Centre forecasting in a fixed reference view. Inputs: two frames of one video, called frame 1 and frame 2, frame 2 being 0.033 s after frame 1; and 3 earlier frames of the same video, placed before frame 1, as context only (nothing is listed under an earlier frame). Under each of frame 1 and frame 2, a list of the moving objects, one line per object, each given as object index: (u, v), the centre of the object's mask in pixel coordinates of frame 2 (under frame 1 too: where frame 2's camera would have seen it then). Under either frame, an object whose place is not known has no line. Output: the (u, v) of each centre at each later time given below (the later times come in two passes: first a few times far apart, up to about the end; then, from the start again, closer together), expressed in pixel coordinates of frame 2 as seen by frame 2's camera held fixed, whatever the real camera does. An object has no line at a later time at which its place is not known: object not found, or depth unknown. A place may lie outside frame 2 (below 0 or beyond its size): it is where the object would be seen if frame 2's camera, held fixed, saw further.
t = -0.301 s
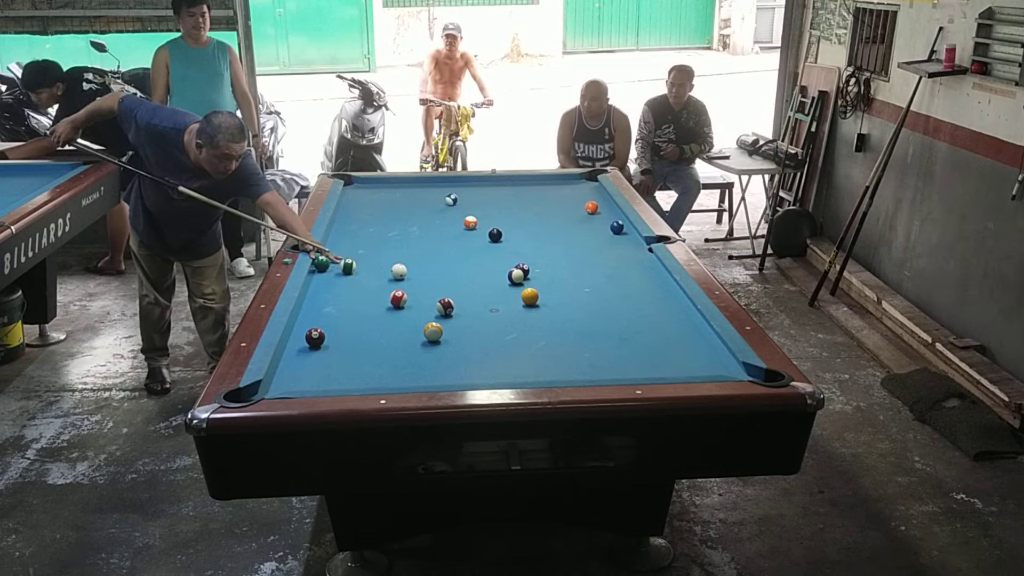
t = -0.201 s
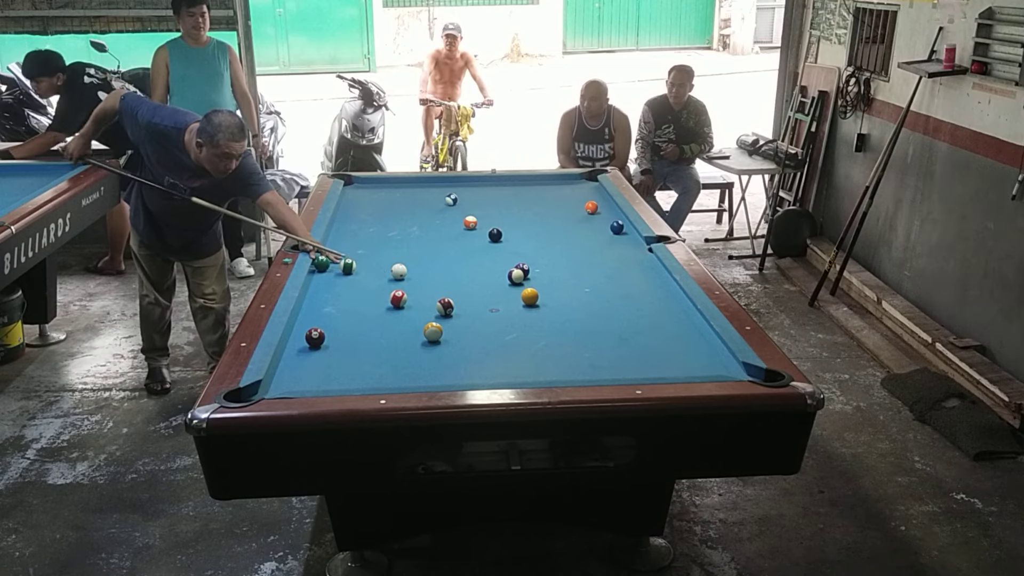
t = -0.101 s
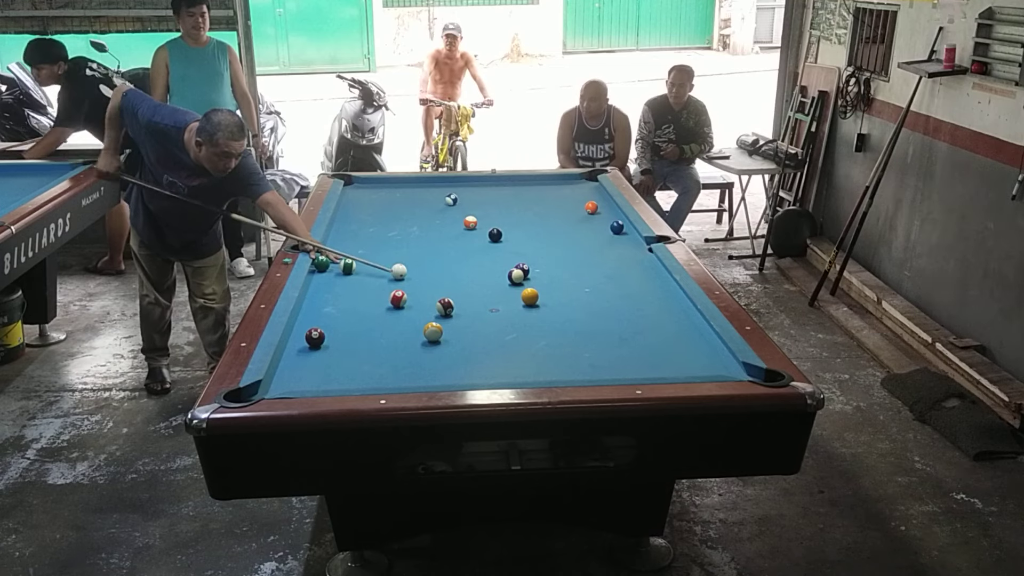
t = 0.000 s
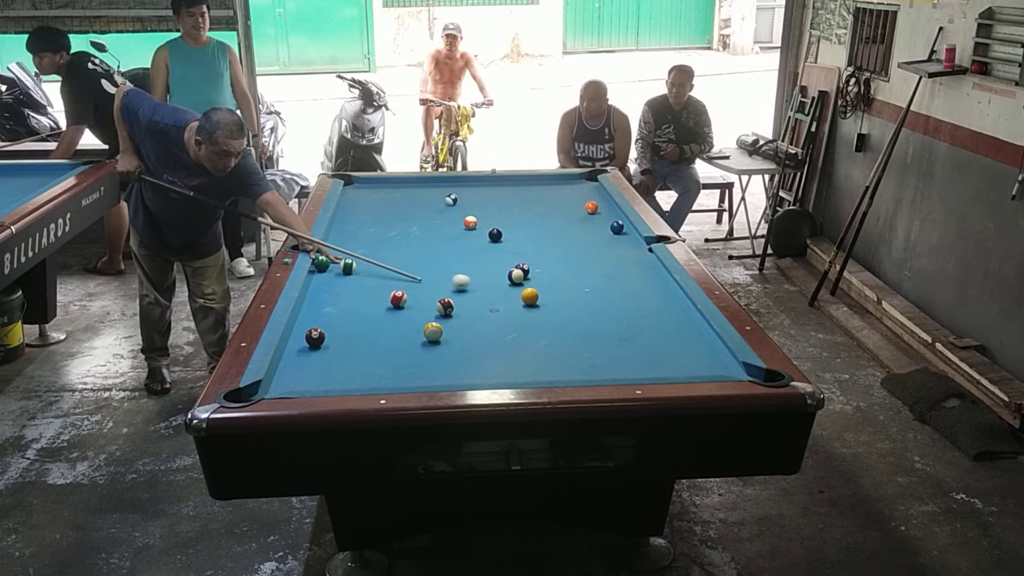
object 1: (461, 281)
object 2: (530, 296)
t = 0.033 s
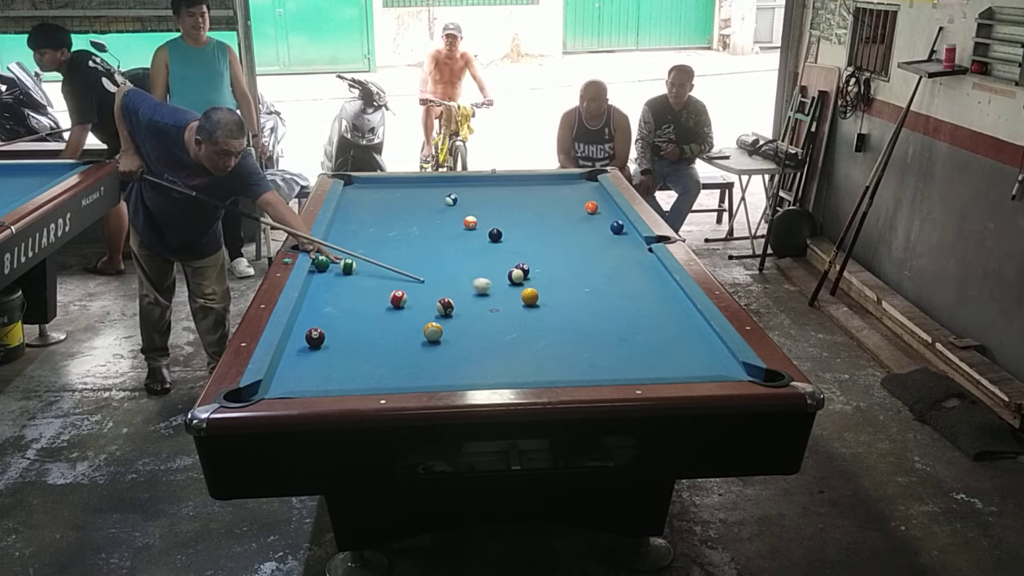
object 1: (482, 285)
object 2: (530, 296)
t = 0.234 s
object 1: (534, 288)
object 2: (588, 316)
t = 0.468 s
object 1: (556, 281)
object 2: (678, 346)
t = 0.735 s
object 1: (579, 274)
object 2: (732, 369)
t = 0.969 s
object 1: (597, 268)
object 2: (724, 367)
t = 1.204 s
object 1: (613, 263)
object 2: (708, 367)
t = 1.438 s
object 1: (629, 258)
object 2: (693, 368)
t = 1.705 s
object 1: (644, 253)
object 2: (679, 369)
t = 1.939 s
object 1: (637, 250)
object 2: (668, 370)
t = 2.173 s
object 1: (626, 248)
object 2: (660, 371)
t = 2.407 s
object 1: (617, 246)
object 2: (654, 371)
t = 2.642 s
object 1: (610, 245)
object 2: (651, 371)
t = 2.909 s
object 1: (602, 243)
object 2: (650, 371)
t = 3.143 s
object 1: (597, 242)
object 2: (650, 371)
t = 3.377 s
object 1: (593, 241)
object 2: (650, 371)
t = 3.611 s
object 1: (590, 241)
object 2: (650, 371)
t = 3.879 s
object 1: (588, 241)
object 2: (650, 371)
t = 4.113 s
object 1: (587, 241)
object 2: (650, 371)
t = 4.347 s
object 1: (587, 240)
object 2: (650, 371)
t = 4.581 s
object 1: (587, 241)
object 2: (650, 371)
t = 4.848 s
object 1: (588, 241)
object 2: (650, 371)
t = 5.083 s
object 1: (588, 241)
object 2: (650, 371)
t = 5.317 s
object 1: (588, 241)
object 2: (650, 371)
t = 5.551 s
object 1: (588, 241)
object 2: (650, 371)
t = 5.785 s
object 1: (588, 241)
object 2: (650, 371)
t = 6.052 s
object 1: (588, 241)
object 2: (650, 371)
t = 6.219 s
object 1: (588, 241)
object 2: (650, 371)
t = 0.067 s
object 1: (502, 290)
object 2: (530, 296)
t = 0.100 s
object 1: (518, 293)
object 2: (532, 297)
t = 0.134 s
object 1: (524, 292)
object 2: (547, 302)
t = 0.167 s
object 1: (527, 291)
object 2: (561, 307)
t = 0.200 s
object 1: (530, 290)
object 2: (575, 311)
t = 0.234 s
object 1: (534, 288)
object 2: (588, 316)
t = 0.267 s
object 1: (537, 287)
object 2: (600, 320)
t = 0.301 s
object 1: (540, 286)
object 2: (612, 324)
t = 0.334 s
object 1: (544, 285)
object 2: (625, 328)
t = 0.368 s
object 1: (547, 284)
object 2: (638, 333)
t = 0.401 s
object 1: (550, 283)
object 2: (651, 337)
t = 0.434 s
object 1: (553, 282)
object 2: (665, 342)
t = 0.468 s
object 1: (556, 281)
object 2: (678, 346)
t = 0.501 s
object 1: (559, 280)
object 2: (693, 351)
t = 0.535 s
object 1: (562, 279)
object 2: (707, 356)
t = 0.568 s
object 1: (565, 278)
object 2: (721, 361)
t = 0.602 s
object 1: (567, 277)
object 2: (731, 365)
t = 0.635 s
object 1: (570, 277)
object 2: (730, 368)
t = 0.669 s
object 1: (573, 276)
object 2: (730, 370)
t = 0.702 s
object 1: (576, 275)
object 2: (731, 370)
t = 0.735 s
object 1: (579, 274)
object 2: (732, 369)
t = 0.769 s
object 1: (581, 273)
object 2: (733, 368)
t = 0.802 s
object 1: (584, 272)
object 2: (735, 367)
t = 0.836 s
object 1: (587, 271)
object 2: (734, 367)
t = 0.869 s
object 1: (589, 271)
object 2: (732, 367)
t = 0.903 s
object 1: (592, 270)
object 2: (729, 366)
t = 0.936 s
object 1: (594, 269)
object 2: (727, 367)
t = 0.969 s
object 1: (597, 268)
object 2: (724, 367)
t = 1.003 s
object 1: (599, 267)
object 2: (722, 367)
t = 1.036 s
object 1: (602, 266)
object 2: (720, 367)
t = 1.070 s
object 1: (604, 266)
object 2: (717, 367)
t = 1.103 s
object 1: (607, 265)
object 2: (715, 367)
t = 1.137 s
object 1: (609, 264)
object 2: (712, 367)
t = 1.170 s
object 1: (611, 264)
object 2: (710, 367)
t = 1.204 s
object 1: (613, 263)
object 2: (708, 367)
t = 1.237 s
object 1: (616, 262)
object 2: (706, 367)
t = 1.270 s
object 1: (618, 261)
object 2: (704, 368)
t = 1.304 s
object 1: (620, 261)
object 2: (702, 368)
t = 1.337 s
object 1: (622, 260)
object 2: (699, 368)
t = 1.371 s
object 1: (624, 259)
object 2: (697, 368)
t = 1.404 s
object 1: (626, 259)
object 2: (695, 368)
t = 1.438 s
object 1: (629, 258)
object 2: (693, 368)
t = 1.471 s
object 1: (631, 257)
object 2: (691, 368)
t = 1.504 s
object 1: (633, 257)
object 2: (690, 369)
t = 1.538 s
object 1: (635, 256)
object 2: (688, 369)
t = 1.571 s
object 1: (637, 255)
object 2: (686, 369)
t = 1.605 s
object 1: (639, 255)
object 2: (684, 369)
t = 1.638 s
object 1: (640, 254)
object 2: (682, 369)
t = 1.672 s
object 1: (642, 254)
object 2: (681, 369)
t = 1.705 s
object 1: (644, 253)
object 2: (679, 369)
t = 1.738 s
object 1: (646, 253)
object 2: (678, 369)
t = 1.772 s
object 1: (645, 252)
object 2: (676, 369)
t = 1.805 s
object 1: (644, 252)
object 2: (674, 370)
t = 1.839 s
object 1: (642, 252)
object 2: (673, 370)
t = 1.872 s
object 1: (640, 251)
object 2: (671, 370)
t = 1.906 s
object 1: (639, 251)
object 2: (670, 370)
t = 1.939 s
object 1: (637, 250)
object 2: (668, 370)
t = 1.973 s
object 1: (635, 250)
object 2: (667, 370)
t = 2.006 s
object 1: (634, 250)
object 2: (666, 370)
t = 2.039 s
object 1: (632, 249)
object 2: (664, 370)
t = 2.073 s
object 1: (631, 249)
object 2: (663, 370)
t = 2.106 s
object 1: (629, 249)
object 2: (662, 370)
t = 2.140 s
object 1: (628, 249)
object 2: (661, 370)
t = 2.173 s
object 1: (626, 248)
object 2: (660, 371)
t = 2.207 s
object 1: (625, 248)
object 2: (659, 371)
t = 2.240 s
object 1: (624, 248)
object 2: (658, 371)
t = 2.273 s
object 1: (622, 247)
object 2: (657, 371)
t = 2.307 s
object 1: (621, 247)
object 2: (656, 371)
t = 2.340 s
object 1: (620, 247)
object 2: (655, 371)
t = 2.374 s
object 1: (619, 247)
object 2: (654, 371)
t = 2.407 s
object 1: (617, 246)
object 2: (654, 371)
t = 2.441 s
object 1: (616, 246)
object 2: (653, 371)
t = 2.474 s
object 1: (615, 246)
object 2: (652, 371)
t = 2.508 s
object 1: (614, 246)
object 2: (652, 371)
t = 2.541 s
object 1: (613, 245)
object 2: (652, 371)
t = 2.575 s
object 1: (612, 245)
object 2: (651, 371)
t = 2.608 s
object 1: (611, 245)
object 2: (651, 371)
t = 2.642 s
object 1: (610, 245)
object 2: (651, 371)
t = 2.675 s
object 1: (609, 245)
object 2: (651, 371)
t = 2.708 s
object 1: (608, 245)
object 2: (650, 371)
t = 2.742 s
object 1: (607, 244)
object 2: (650, 371)
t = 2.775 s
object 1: (606, 244)
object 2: (650, 371)
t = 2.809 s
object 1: (605, 244)
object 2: (650, 371)
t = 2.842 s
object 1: (604, 244)
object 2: (650, 371)
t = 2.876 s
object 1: (603, 244)
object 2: (650, 371)
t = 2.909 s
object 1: (602, 243)
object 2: (650, 371)
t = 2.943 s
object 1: (602, 243)
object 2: (650, 371)
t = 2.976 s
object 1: (601, 243)
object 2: (650, 371)
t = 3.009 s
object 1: (600, 243)
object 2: (650, 371)
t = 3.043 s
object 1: (599, 243)
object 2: (650, 371)
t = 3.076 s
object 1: (599, 242)
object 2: (650, 371)
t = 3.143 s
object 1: (597, 242)
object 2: (650, 371)
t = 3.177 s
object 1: (596, 242)
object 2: (650, 371)
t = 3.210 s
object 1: (596, 242)
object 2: (650, 371)
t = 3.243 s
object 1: (595, 242)
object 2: (650, 371)
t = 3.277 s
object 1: (595, 242)
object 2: (650, 371)
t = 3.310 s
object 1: (594, 242)
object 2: (650, 371)
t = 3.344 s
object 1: (594, 242)
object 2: (650, 371)
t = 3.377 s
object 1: (593, 241)
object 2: (650, 371)
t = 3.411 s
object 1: (593, 241)
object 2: (650, 371)
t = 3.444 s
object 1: (592, 241)
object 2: (650, 371)
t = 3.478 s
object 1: (592, 241)
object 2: (650, 371)
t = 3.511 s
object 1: (591, 241)
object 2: (650, 371)
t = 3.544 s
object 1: (591, 241)
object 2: (650, 371)
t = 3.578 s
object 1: (591, 241)
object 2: (650, 371)
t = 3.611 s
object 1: (590, 241)
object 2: (650, 371)
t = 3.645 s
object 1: (590, 241)
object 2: (650, 371)
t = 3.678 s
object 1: (589, 241)
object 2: (650, 371)
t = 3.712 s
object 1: (589, 241)
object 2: (650, 371)
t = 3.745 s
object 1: (589, 241)
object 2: (650, 371)
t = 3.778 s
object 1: (588, 241)
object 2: (650, 371)
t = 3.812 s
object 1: (588, 241)
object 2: (650, 371)
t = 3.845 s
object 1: (588, 241)
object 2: (650, 371)
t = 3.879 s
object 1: (588, 241)
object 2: (650, 371)
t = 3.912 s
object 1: (588, 241)
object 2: (650, 371)
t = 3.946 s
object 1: (588, 241)
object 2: (650, 371)
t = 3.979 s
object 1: (587, 241)
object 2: (650, 371)
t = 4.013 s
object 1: (587, 241)
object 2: (650, 371)
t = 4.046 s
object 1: (587, 241)
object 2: (650, 371)
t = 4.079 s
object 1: (587, 241)
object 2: (650, 371)
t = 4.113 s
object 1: (587, 241)
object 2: (650, 371)
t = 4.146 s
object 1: (587, 241)
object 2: (650, 371)
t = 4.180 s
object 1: (587, 241)
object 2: (650, 371)
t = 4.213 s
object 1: (587, 241)
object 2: (650, 371)
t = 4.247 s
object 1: (587, 241)
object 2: (650, 371)
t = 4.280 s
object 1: (587, 241)
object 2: (650, 371)
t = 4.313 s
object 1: (587, 240)
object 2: (650, 371)
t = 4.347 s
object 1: (587, 240)
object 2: (650, 371)
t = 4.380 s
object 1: (587, 241)
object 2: (650, 371)
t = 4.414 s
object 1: (587, 241)
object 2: (650, 371)
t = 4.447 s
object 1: (587, 241)
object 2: (650, 371)
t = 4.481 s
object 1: (587, 241)
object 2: (650, 371)
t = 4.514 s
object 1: (587, 241)
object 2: (650, 371)
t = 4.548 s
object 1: (587, 241)
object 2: (650, 371)
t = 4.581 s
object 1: (587, 241)
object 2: (650, 371)
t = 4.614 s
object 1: (587, 241)
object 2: (650, 371)
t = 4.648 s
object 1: (587, 241)
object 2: (650, 371)
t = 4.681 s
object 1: (588, 241)
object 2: (650, 371)
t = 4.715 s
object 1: (587, 241)
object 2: (650, 371)
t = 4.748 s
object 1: (587, 241)
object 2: (650, 371)
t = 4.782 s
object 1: (587, 241)
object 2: (649, 371)
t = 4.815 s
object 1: (588, 241)
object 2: (650, 371)
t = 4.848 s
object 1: (588, 241)
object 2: (650, 371)
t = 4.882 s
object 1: (588, 241)
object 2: (650, 371)
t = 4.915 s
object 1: (588, 241)
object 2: (650, 371)
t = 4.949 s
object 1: (588, 241)
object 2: (650, 371)
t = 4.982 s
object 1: (588, 241)
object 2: (650, 371)
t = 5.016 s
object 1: (588, 241)
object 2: (650, 371)
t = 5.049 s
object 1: (588, 241)
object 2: (650, 371)
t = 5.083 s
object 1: (588, 241)
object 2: (650, 371)
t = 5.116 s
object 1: (588, 241)
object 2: (650, 371)
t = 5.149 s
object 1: (588, 241)
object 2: (650, 371)
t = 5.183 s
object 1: (588, 241)
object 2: (650, 371)
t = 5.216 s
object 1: (588, 241)
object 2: (650, 371)
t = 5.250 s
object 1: (587, 241)
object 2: (650, 371)
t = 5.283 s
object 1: (588, 241)
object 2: (650, 371)
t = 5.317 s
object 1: (588, 241)
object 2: (650, 371)
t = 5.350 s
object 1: (588, 241)
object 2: (650, 371)
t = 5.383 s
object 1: (588, 241)
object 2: (650, 371)
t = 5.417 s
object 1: (588, 241)
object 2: (650, 371)
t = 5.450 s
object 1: (588, 241)
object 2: (650, 371)
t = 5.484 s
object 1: (588, 241)
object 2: (650, 371)
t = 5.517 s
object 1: (588, 241)
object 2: (650, 371)
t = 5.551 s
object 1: (588, 241)
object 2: (650, 371)
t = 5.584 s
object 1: (588, 241)
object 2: (650, 371)
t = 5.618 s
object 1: (588, 241)
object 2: (650, 371)
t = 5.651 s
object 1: (588, 241)
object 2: (650, 371)
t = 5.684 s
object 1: (588, 241)
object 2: (650, 371)
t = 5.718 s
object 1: (588, 241)
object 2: (650, 371)
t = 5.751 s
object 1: (588, 241)
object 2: (650, 371)
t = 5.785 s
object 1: (588, 241)
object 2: (650, 371)
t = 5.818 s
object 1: (588, 241)
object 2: (650, 371)
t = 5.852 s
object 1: (588, 241)
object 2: (650, 371)
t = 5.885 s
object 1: (588, 241)
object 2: (650, 371)
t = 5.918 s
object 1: (588, 241)
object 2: (650, 371)
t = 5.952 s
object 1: (588, 241)
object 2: (650, 371)
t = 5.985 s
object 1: (588, 241)
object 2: (650, 371)
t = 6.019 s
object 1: (587, 241)
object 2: (650, 371)
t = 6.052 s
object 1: (588, 241)
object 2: (650, 371)
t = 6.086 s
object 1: (588, 241)
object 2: (650, 371)
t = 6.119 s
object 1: (588, 241)
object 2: (650, 371)
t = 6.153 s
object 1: (588, 241)
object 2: (650, 371)
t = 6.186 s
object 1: (588, 241)
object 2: (650, 371)
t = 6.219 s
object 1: (588, 241)
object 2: (650, 371)
